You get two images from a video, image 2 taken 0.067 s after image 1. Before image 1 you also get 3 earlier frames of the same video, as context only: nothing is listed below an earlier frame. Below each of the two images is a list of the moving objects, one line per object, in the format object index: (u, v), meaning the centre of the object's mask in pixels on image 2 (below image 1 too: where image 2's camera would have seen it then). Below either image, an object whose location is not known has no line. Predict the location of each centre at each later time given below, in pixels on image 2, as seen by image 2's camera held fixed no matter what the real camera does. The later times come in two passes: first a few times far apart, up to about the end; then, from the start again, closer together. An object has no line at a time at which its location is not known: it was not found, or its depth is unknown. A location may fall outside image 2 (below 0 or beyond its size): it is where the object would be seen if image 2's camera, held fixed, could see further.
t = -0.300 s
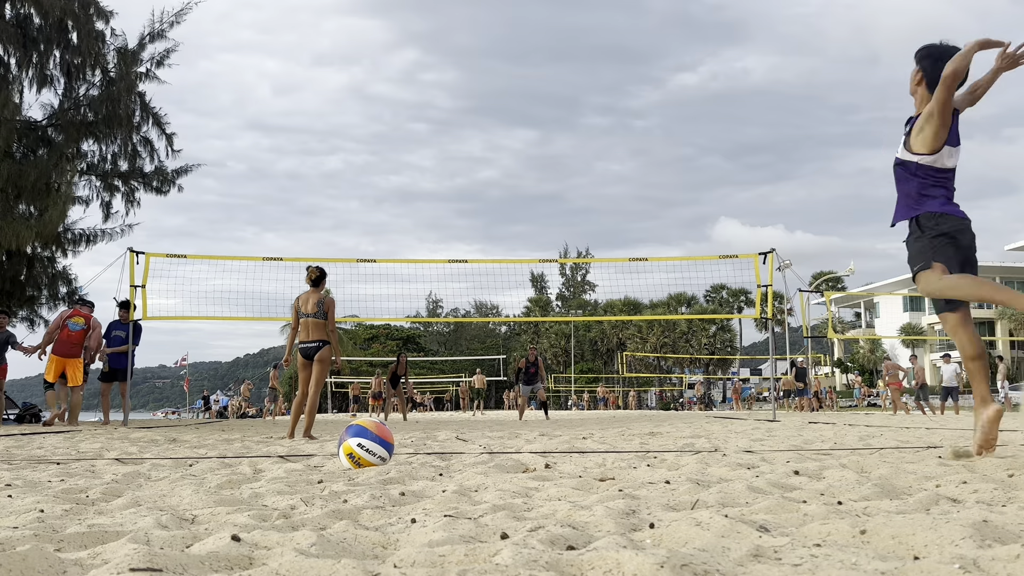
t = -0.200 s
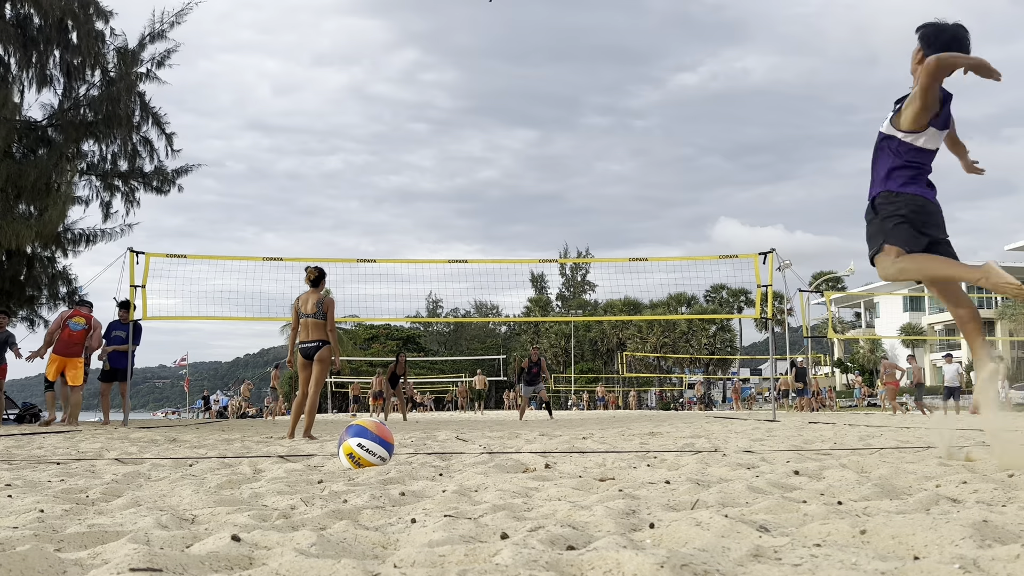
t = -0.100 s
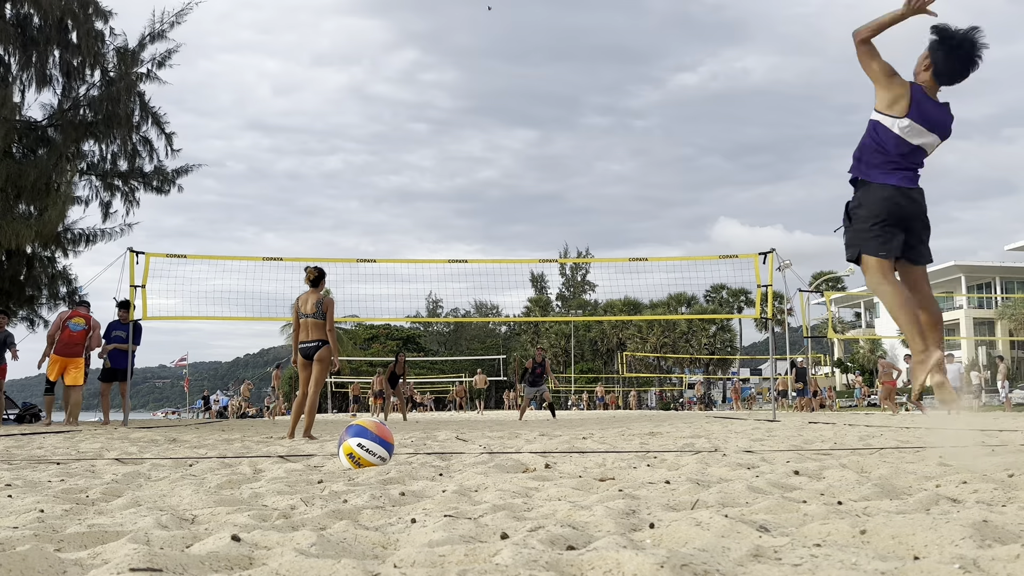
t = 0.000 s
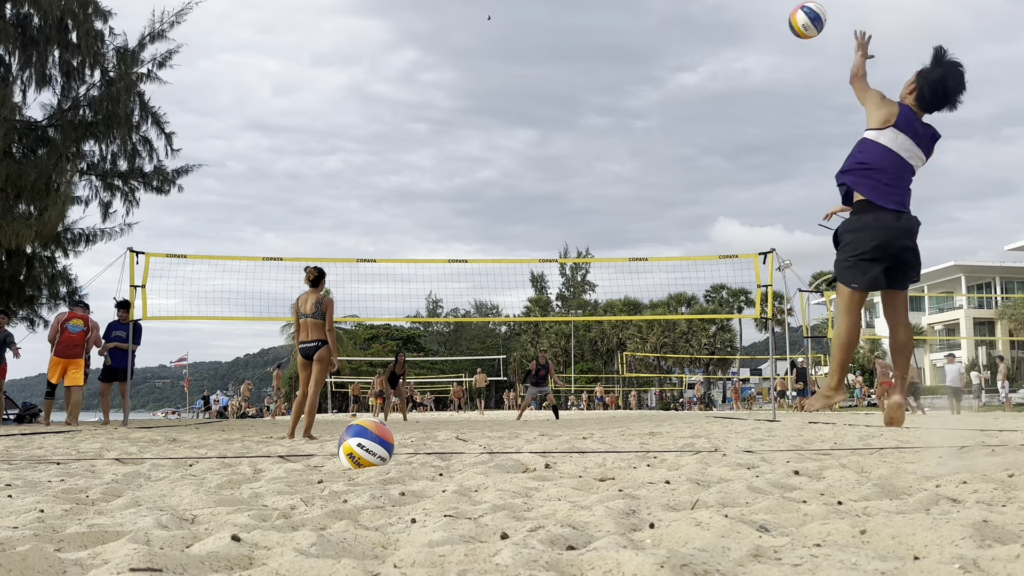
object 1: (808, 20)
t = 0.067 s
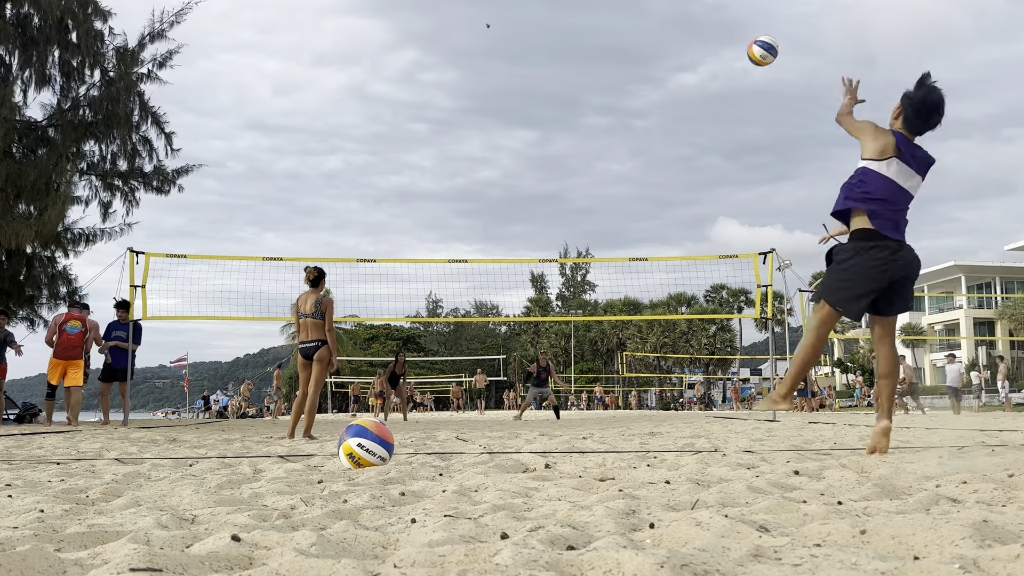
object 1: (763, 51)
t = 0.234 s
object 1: (703, 115)
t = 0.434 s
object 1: (673, 182)
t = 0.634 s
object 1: (660, 248)
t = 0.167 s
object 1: (721, 90)
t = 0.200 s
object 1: (711, 102)
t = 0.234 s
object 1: (703, 115)
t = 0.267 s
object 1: (695, 127)
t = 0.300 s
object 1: (689, 138)
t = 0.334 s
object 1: (684, 149)
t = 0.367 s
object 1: (680, 160)
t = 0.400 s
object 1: (677, 171)
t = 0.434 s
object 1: (673, 182)
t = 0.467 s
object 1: (671, 193)
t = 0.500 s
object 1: (668, 204)
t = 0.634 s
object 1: (660, 248)
